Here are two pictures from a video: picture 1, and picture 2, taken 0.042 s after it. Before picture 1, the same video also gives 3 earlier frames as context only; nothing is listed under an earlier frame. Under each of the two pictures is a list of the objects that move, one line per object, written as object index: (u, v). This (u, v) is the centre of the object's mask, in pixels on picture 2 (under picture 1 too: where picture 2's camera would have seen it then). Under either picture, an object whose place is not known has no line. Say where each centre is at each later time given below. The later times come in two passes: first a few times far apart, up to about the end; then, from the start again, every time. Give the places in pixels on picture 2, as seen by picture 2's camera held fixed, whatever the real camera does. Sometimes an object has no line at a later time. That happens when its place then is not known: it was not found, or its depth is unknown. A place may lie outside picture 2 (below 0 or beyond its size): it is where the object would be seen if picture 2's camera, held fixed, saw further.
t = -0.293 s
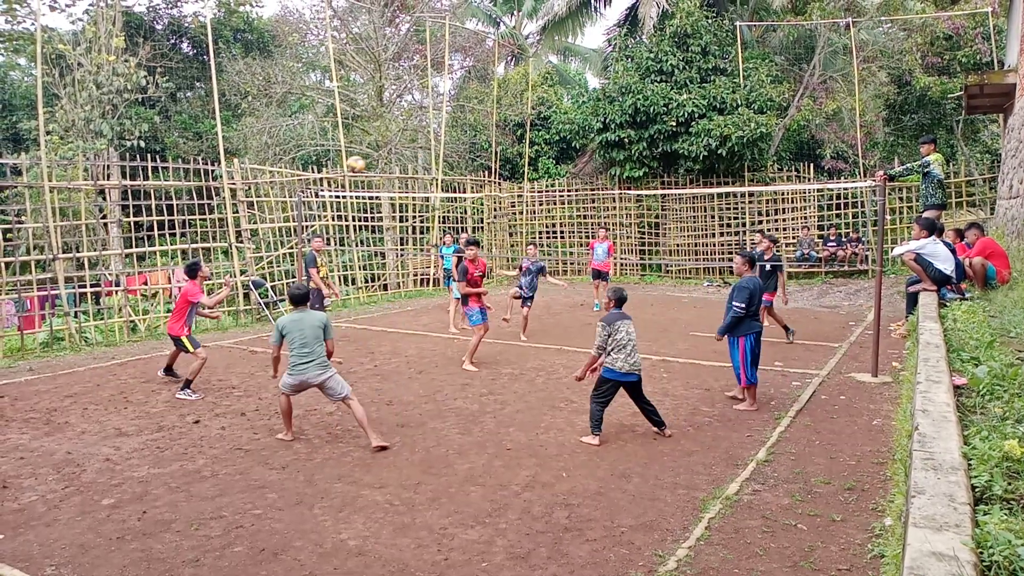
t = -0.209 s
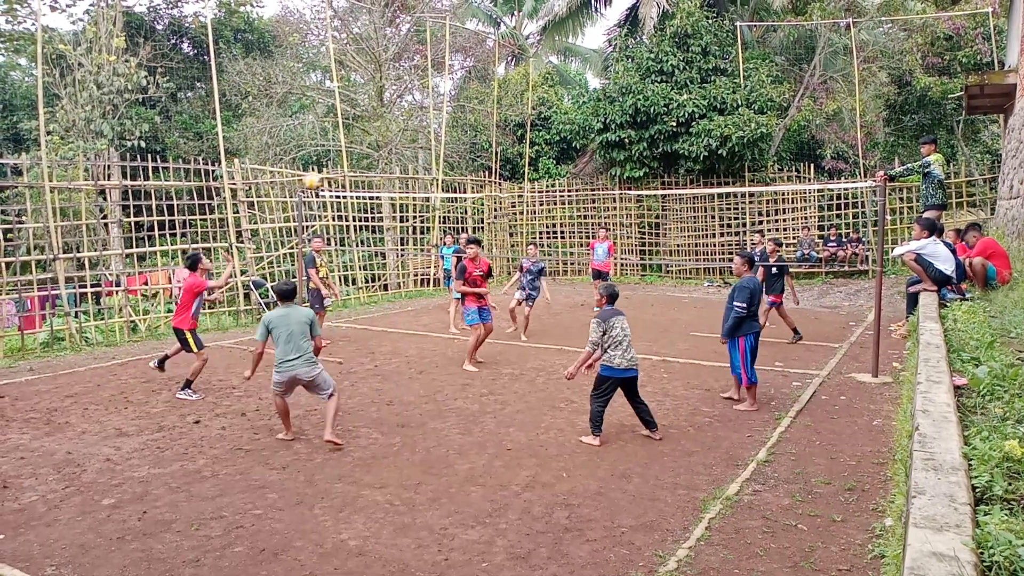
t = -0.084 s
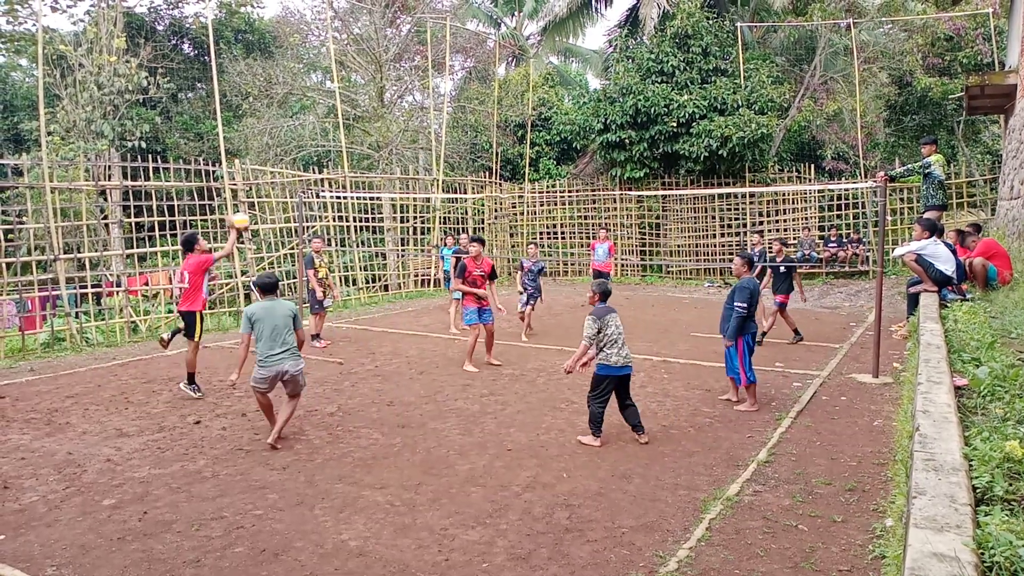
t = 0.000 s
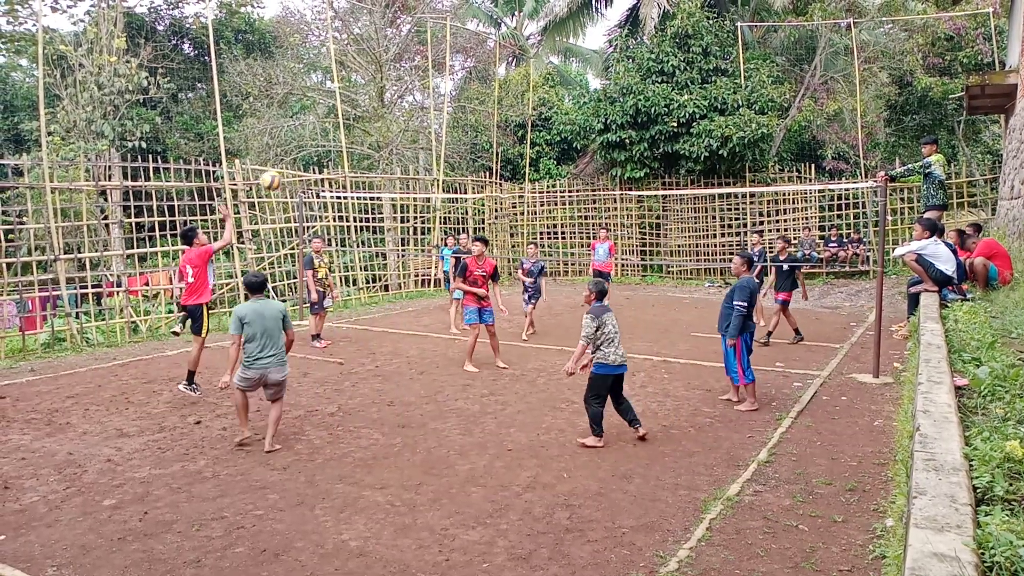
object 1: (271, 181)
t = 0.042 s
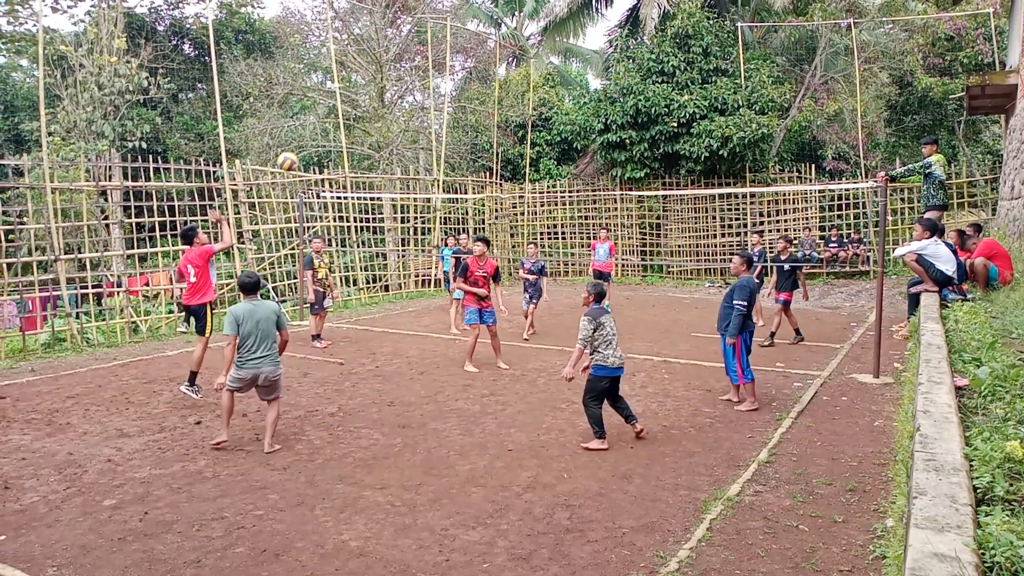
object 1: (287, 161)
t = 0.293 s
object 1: (386, 82)
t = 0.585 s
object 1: (495, 64)
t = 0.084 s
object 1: (304, 144)
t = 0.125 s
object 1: (322, 128)
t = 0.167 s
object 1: (337, 115)
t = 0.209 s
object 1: (353, 102)
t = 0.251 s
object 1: (369, 91)
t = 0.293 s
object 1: (386, 82)
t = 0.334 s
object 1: (401, 75)
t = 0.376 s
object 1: (417, 69)
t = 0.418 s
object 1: (434, 65)
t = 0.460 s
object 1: (448, 62)
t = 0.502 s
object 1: (464, 61)
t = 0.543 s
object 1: (480, 61)
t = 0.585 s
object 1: (495, 64)
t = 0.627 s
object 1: (509, 68)
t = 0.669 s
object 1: (525, 73)
